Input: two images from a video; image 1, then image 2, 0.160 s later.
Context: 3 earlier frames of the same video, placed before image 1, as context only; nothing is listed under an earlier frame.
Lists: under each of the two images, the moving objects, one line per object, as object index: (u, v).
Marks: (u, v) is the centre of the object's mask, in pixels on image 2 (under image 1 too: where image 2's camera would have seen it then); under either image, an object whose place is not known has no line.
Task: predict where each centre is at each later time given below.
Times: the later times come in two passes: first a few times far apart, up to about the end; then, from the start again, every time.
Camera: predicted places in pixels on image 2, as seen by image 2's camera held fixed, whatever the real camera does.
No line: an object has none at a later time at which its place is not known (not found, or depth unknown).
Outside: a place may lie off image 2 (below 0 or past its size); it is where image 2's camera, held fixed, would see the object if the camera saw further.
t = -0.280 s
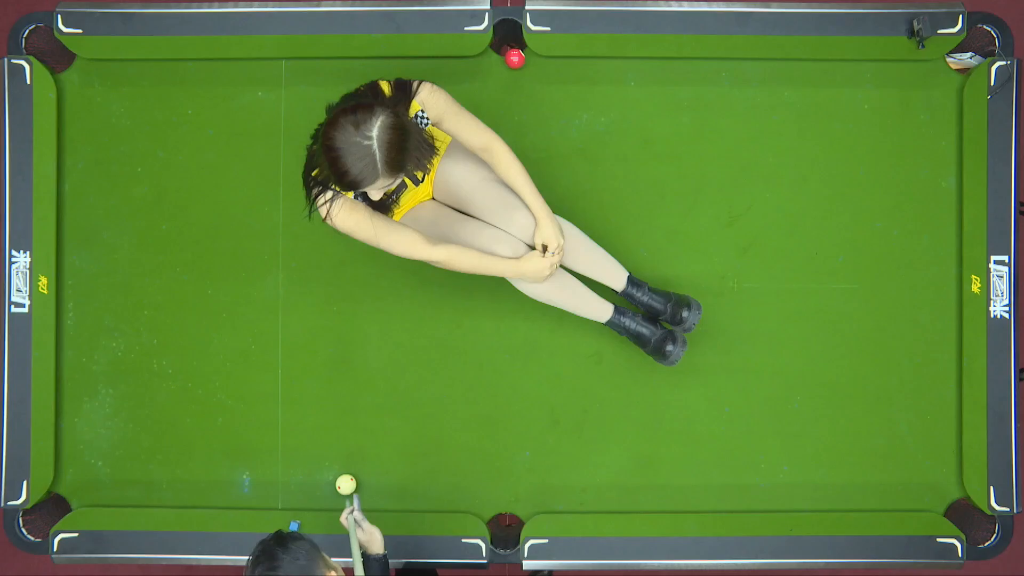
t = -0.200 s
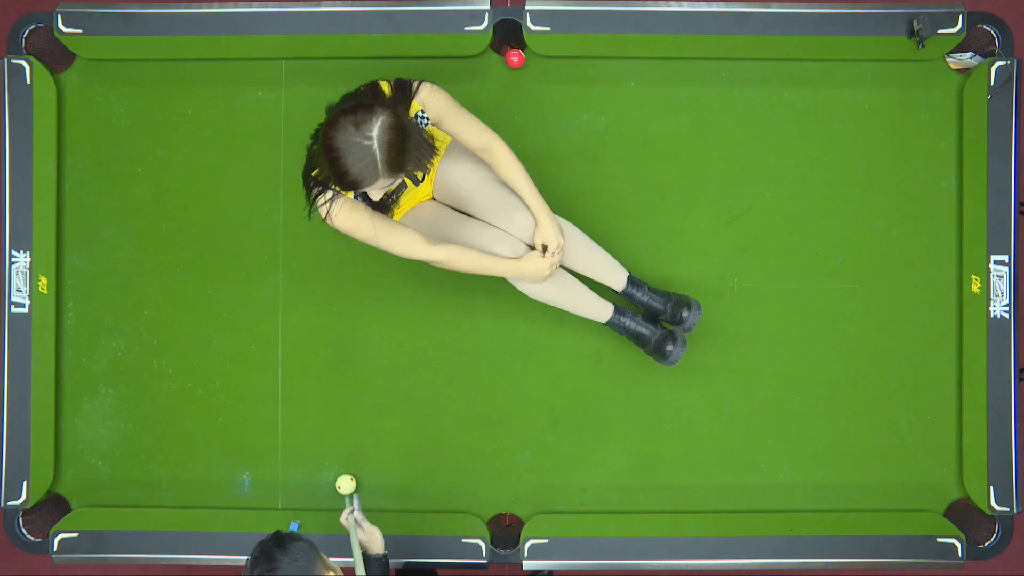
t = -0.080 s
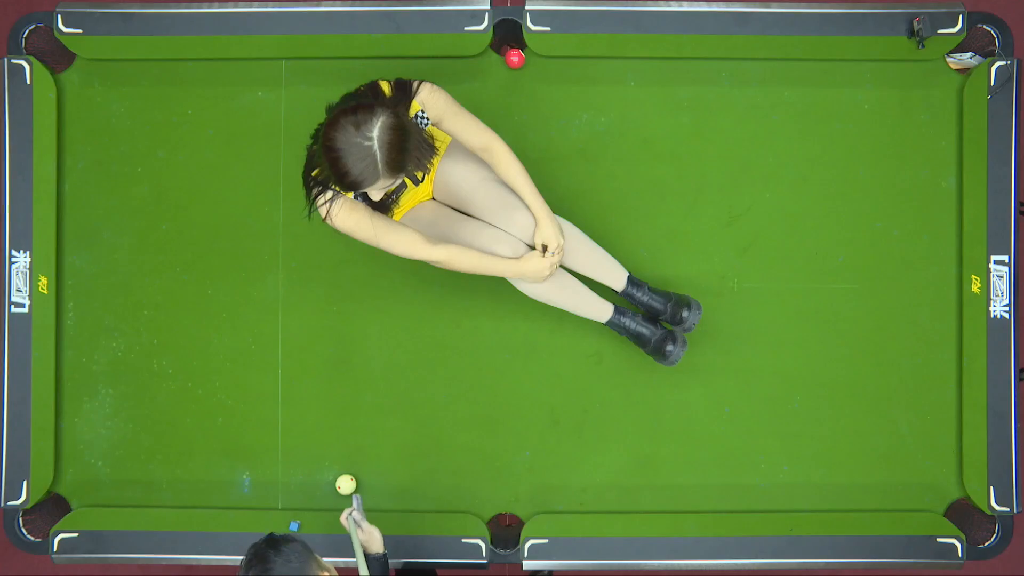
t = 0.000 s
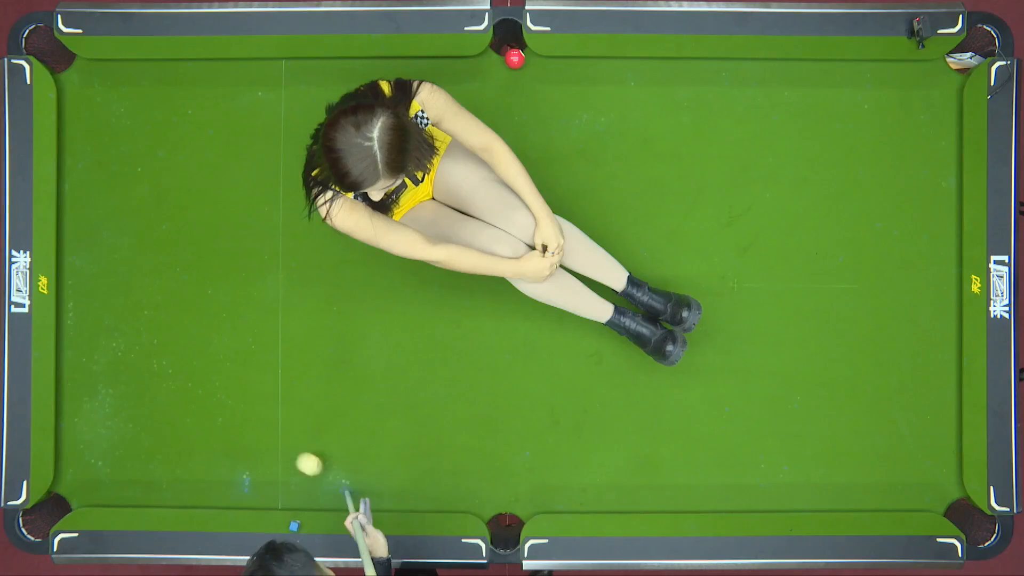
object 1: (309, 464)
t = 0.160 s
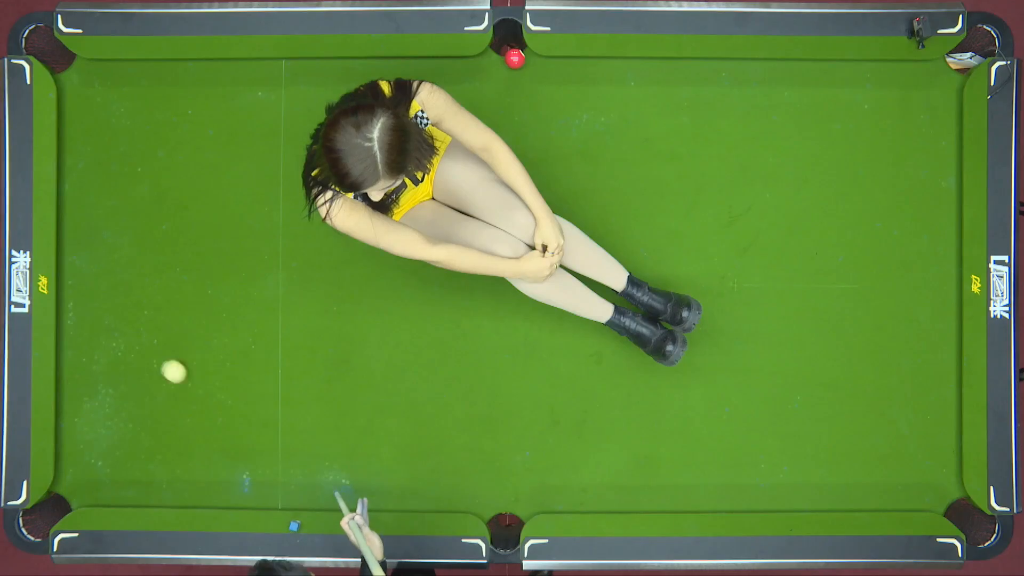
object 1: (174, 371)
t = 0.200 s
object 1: (140, 352)
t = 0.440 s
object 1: (148, 279)
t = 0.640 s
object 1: (271, 260)
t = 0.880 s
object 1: (417, 278)
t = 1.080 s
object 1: (536, 331)
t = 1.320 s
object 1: (677, 426)
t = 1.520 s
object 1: (790, 502)
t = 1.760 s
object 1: (895, 442)
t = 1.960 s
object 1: (928, 396)
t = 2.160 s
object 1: (868, 347)
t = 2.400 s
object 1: (800, 289)
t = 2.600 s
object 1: (743, 242)
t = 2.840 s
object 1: (676, 186)
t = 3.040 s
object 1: (621, 140)
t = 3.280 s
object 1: (557, 86)
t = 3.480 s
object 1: (529, 64)
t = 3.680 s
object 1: (512, 66)
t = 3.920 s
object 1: (493, 69)
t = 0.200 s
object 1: (140, 352)
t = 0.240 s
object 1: (108, 333)
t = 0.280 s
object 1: (79, 313)
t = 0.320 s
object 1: (74, 301)
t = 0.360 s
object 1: (97, 293)
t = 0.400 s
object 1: (123, 286)
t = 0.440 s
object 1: (148, 279)
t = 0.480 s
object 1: (173, 273)
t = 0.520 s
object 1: (198, 268)
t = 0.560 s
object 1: (222, 264)
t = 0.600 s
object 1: (247, 261)
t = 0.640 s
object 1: (271, 260)
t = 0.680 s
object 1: (295, 259)
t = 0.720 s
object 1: (320, 261)
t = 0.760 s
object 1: (344, 263)
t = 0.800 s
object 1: (369, 267)
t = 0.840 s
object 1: (393, 272)
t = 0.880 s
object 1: (417, 278)
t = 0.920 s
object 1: (441, 286)
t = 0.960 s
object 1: (465, 295)
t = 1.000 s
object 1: (489, 306)
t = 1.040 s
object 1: (513, 318)
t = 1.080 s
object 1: (536, 331)
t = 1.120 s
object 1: (560, 346)
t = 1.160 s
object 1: (584, 362)
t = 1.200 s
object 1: (607, 378)
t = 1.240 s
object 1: (630, 394)
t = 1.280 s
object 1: (654, 410)
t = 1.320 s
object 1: (677, 426)
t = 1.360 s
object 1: (700, 442)
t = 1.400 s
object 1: (723, 457)
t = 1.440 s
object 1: (745, 473)
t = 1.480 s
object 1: (768, 489)
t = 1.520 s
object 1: (790, 502)
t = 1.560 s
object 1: (807, 490)
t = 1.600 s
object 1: (825, 478)
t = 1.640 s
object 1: (842, 468)
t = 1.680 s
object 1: (860, 459)
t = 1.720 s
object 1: (878, 450)
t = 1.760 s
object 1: (895, 442)
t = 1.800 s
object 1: (912, 433)
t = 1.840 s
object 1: (930, 425)
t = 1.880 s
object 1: (947, 416)
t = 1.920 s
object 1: (943, 407)
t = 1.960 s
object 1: (928, 396)
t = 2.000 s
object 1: (915, 386)
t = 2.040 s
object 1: (903, 376)
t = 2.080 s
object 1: (891, 367)
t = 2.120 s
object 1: (880, 357)
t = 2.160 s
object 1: (868, 347)
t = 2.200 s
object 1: (857, 338)
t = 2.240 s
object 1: (845, 328)
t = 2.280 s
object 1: (834, 318)
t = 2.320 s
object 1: (822, 309)
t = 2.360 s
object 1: (811, 299)
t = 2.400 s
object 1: (800, 289)
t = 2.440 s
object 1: (789, 280)
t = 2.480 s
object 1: (777, 270)
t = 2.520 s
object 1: (766, 261)
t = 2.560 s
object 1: (755, 251)
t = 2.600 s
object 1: (743, 242)
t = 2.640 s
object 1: (732, 232)
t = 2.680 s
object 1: (721, 223)
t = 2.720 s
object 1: (710, 214)
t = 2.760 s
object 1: (698, 204)
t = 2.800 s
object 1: (687, 195)
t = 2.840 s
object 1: (676, 186)
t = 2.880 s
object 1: (665, 177)
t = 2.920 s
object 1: (654, 167)
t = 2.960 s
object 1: (643, 158)
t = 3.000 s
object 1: (632, 149)
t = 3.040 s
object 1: (621, 140)
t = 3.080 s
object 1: (610, 131)
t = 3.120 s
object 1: (599, 122)
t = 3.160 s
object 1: (589, 113)
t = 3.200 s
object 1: (578, 104)
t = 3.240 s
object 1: (567, 95)
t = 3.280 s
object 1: (557, 86)
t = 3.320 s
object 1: (546, 77)
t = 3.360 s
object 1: (536, 69)
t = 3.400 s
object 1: (534, 64)
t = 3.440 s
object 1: (533, 63)
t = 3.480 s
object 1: (529, 64)
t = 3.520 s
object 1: (525, 64)
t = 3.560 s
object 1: (522, 65)
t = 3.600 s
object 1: (519, 66)
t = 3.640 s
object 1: (515, 66)
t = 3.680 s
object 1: (512, 66)
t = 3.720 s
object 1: (509, 67)
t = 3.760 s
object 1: (506, 67)
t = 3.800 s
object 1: (502, 68)
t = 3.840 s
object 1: (499, 68)
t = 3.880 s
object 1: (496, 69)
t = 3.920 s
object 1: (493, 69)
